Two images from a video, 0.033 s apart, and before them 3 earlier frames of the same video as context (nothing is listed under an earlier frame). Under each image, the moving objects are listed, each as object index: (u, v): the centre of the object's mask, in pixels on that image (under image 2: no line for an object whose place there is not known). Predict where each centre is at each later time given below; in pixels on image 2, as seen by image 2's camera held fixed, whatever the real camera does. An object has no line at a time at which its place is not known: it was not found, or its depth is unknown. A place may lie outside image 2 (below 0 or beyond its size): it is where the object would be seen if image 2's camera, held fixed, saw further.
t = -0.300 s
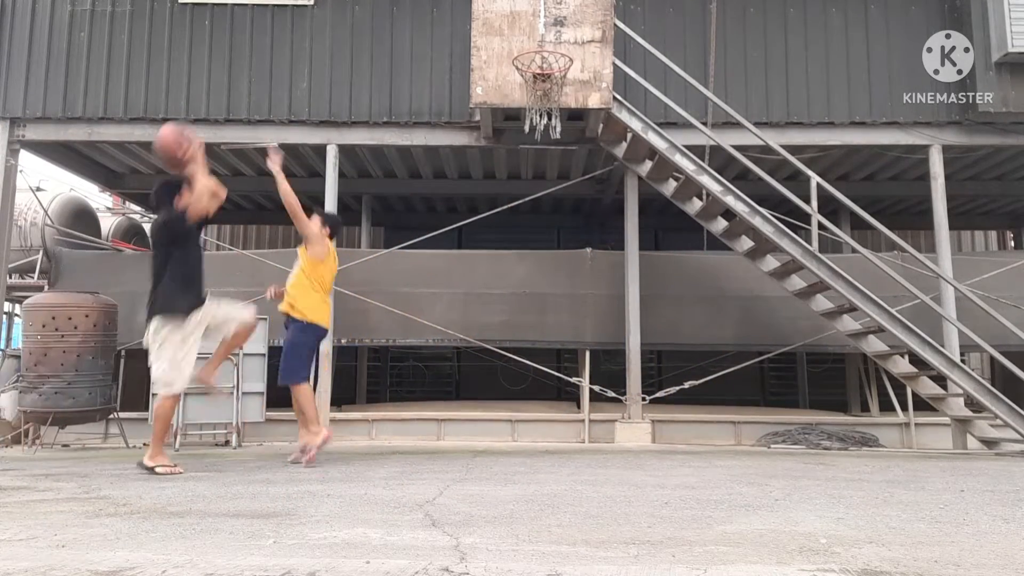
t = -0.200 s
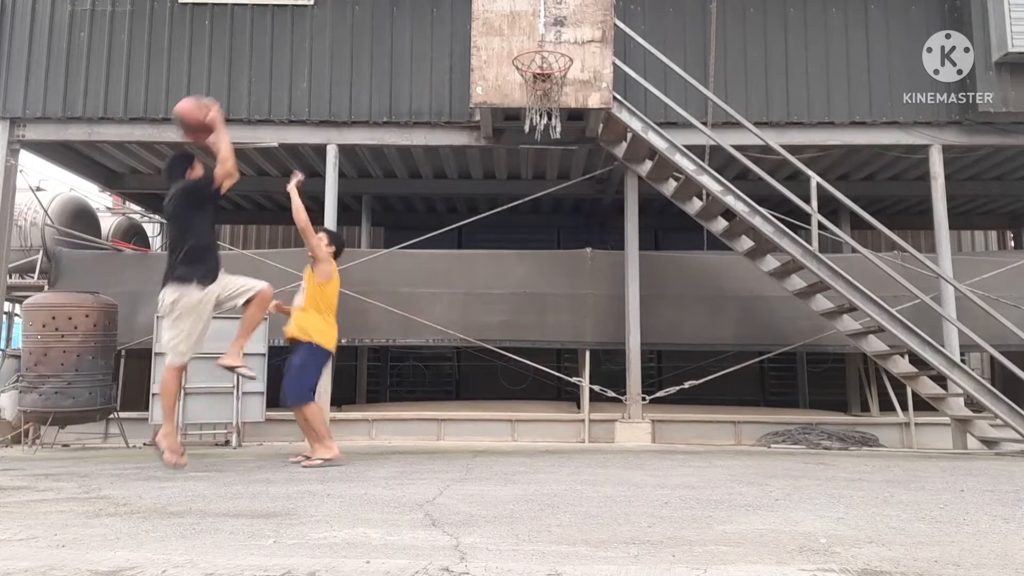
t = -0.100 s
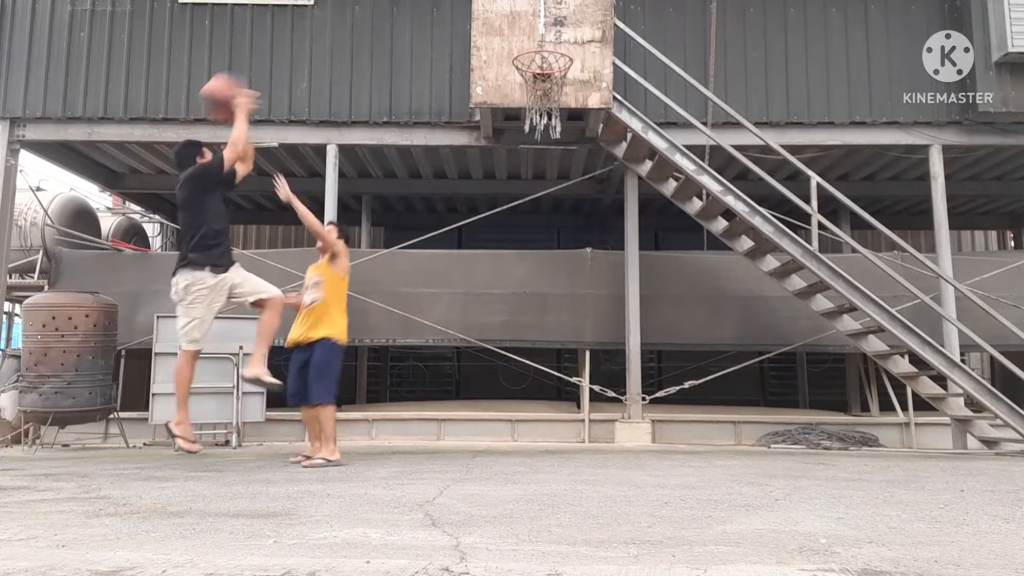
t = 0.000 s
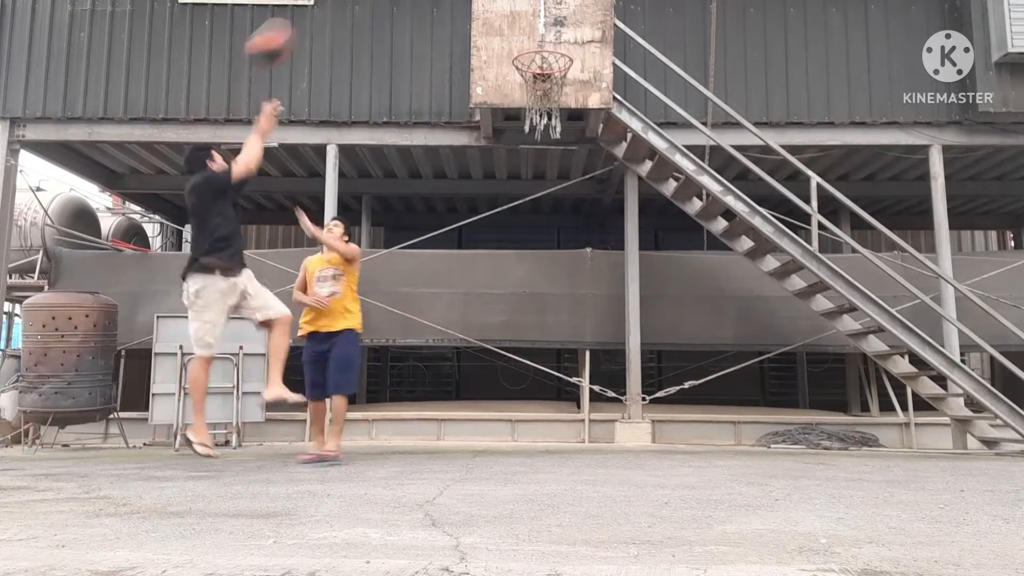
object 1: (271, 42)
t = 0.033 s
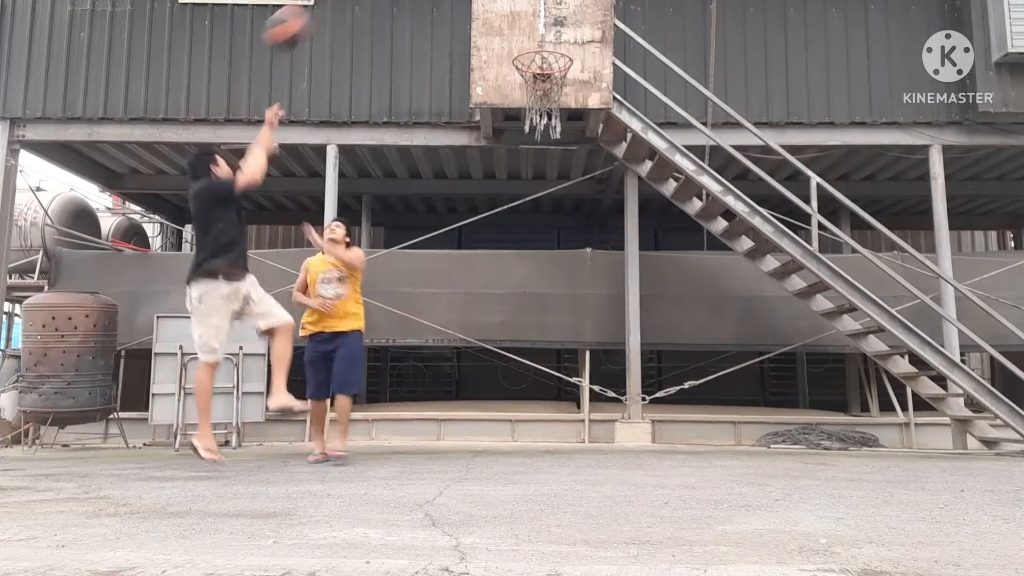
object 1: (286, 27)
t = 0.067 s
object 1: (303, 17)
